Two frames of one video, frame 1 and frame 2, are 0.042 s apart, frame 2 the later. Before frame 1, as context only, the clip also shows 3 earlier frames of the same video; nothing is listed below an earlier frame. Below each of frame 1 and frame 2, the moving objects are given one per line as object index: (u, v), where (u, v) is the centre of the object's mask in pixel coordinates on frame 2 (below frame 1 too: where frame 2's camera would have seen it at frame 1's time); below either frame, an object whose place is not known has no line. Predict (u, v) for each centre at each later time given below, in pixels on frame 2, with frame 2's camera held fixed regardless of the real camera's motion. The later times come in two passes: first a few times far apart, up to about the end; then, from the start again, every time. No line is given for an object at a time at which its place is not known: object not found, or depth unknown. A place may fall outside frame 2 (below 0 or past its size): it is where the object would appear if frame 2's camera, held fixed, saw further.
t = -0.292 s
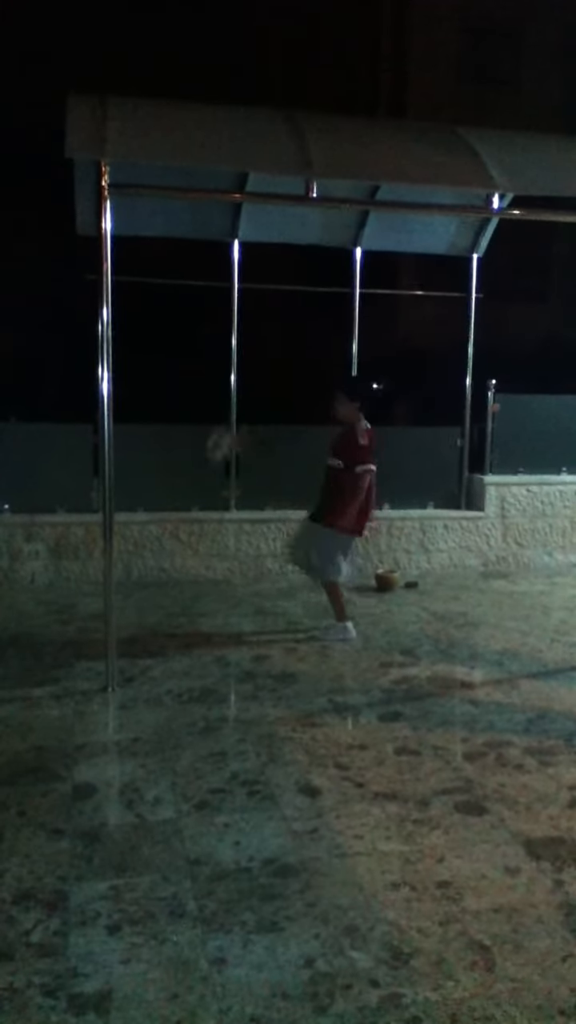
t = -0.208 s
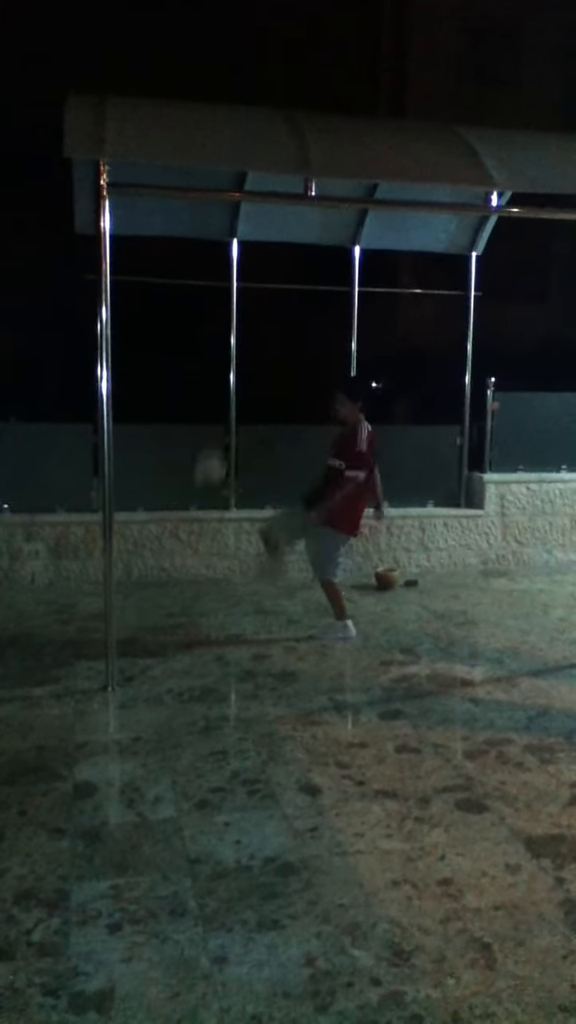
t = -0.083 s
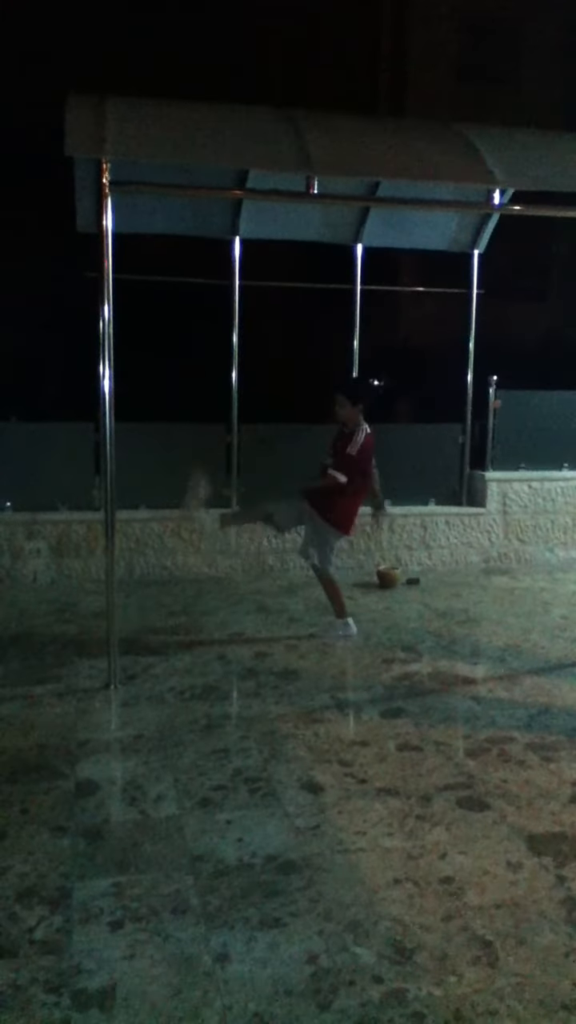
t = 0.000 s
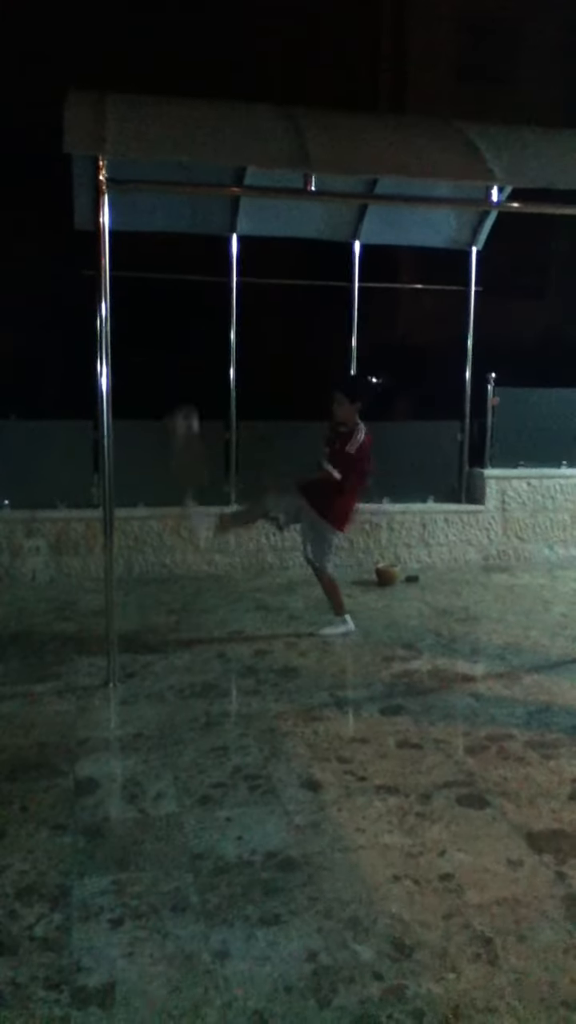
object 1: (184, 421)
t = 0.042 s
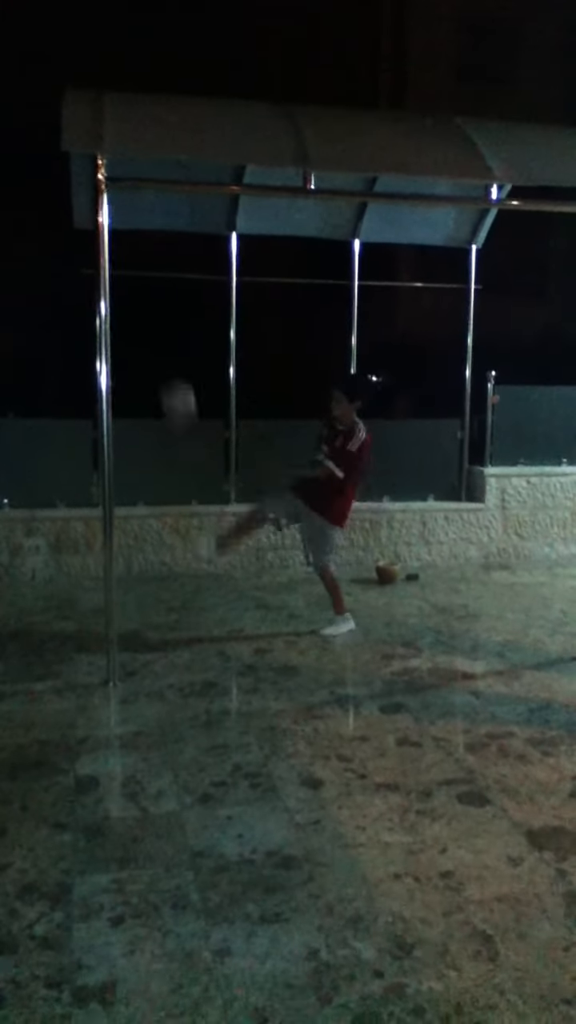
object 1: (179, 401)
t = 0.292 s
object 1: (156, 325)
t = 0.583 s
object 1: (134, 368)
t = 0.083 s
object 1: (174, 382)
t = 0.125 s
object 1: (171, 364)
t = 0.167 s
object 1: (167, 351)
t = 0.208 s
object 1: (163, 339)
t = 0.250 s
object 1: (159, 332)
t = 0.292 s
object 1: (156, 325)
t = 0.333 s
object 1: (152, 323)
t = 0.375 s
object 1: (149, 323)
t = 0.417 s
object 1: (145, 326)
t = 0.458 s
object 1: (142, 333)
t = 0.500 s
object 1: (139, 342)
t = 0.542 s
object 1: (136, 354)
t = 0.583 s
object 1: (134, 368)
